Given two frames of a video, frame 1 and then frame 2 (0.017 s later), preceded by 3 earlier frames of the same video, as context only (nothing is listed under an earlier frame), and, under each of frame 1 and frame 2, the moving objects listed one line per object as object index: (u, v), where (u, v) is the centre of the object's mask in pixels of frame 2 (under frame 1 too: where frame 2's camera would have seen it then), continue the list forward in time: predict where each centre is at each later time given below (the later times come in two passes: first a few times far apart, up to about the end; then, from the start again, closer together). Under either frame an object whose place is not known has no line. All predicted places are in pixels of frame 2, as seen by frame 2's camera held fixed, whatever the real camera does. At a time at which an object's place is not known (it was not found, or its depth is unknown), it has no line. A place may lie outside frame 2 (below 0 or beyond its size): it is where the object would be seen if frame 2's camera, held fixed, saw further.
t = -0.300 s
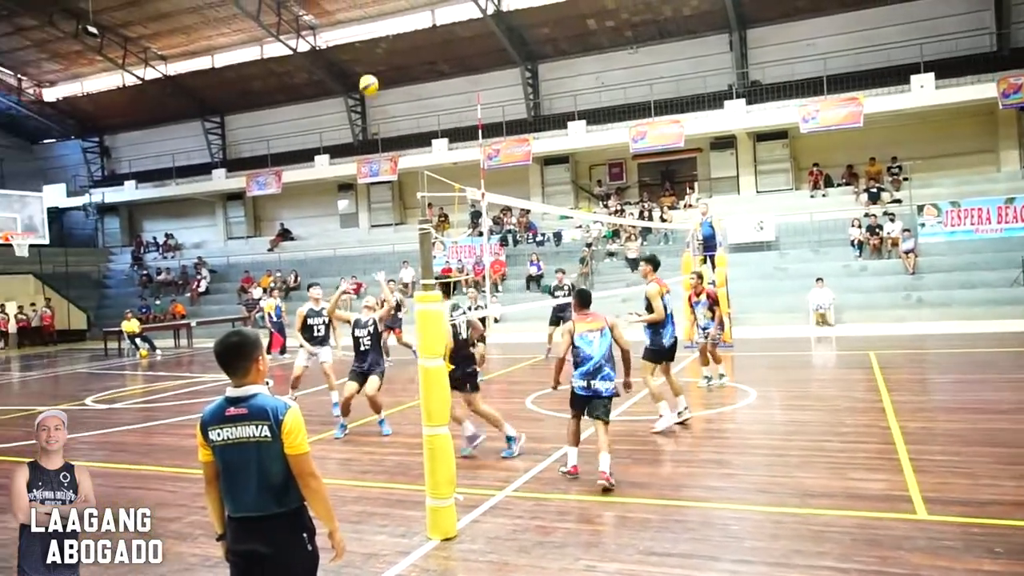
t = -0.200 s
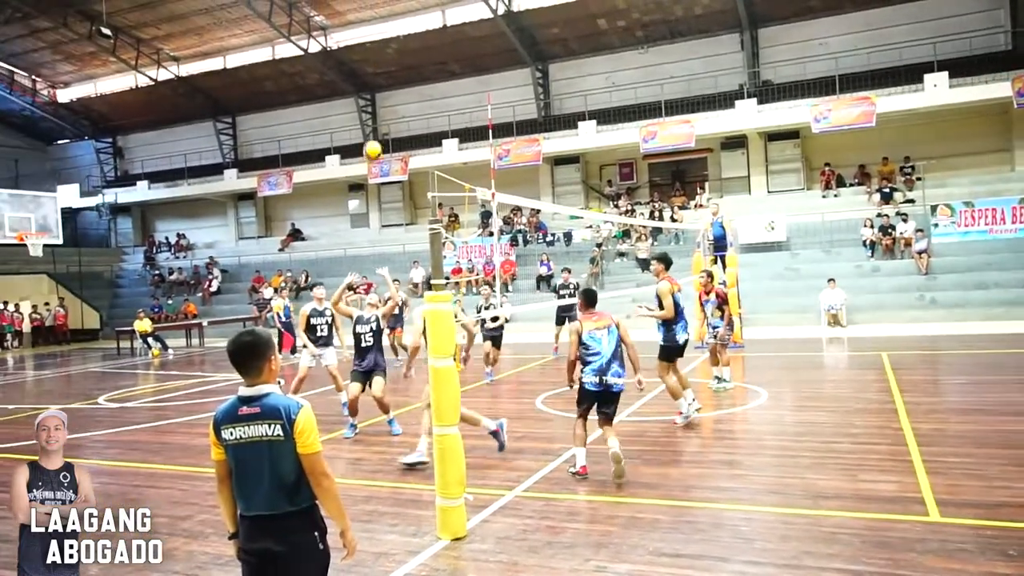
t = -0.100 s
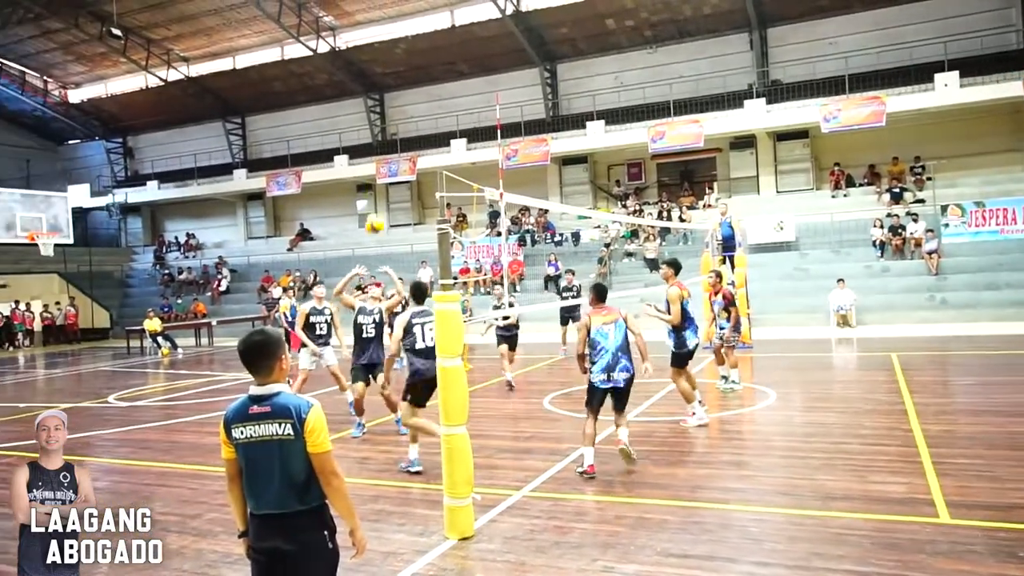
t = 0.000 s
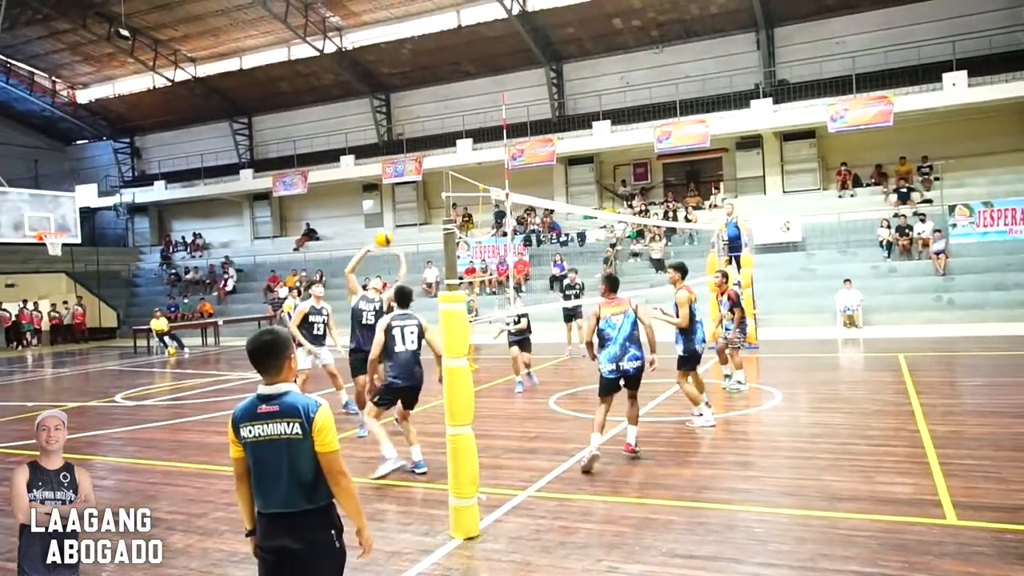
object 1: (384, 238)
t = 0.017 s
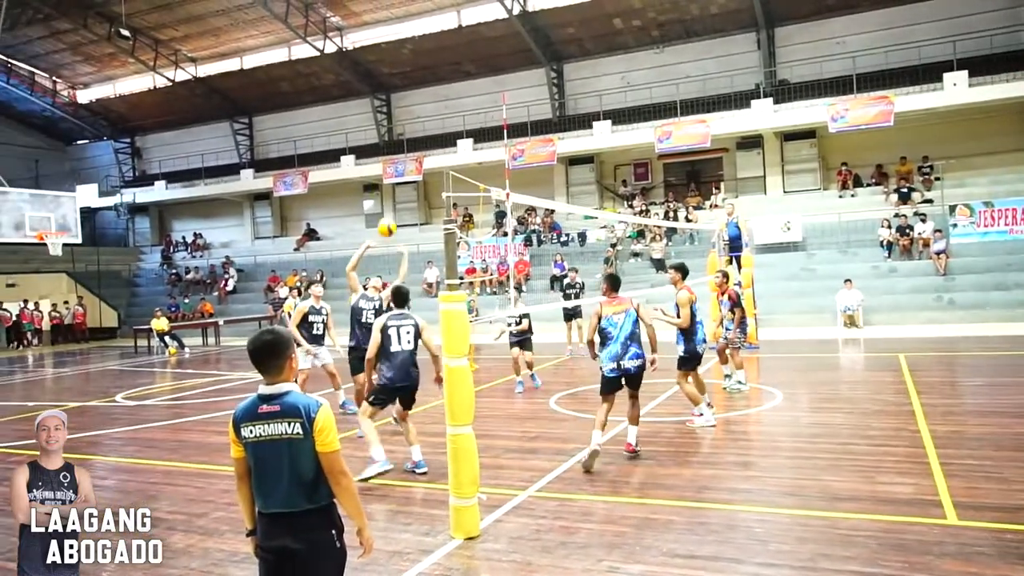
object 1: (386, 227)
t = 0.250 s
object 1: (418, 116)
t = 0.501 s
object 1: (453, 56)
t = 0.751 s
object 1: (488, 45)
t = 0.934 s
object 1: (514, 68)
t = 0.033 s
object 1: (389, 218)
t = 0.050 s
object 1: (391, 208)
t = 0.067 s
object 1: (393, 198)
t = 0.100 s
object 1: (398, 182)
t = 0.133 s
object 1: (402, 166)
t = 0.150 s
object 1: (404, 157)
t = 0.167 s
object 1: (407, 149)
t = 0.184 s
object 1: (409, 143)
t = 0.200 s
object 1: (411, 135)
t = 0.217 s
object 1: (413, 128)
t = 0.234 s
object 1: (415, 122)
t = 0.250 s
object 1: (418, 116)
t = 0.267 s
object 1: (419, 110)
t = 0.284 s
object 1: (423, 104)
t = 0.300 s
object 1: (425, 99)
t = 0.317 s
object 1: (427, 93)
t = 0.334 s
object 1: (430, 89)
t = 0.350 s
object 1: (432, 84)
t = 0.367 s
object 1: (434, 80)
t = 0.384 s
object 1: (437, 77)
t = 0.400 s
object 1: (439, 73)
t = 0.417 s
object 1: (441, 70)
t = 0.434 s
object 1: (443, 66)
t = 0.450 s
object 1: (446, 63)
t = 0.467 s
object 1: (448, 60)
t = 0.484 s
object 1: (450, 58)
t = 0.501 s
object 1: (453, 56)
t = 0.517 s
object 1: (455, 53)
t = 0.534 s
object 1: (457, 51)
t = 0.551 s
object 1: (460, 50)
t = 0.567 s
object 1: (462, 48)
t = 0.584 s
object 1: (464, 47)
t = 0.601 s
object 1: (466, 46)
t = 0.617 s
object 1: (469, 45)
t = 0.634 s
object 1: (471, 44)
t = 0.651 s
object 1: (473, 44)
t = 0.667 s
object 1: (476, 43)
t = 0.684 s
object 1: (478, 43)
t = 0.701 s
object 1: (481, 43)
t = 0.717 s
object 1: (483, 44)
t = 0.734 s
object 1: (485, 45)
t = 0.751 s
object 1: (488, 45)
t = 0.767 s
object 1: (491, 46)
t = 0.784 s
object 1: (493, 48)
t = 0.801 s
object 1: (496, 49)
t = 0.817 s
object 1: (499, 51)
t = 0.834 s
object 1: (501, 53)
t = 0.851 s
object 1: (504, 55)
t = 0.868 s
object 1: (506, 57)
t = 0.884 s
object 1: (508, 59)
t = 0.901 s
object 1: (509, 62)
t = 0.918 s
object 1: (511, 65)
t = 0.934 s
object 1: (514, 68)
